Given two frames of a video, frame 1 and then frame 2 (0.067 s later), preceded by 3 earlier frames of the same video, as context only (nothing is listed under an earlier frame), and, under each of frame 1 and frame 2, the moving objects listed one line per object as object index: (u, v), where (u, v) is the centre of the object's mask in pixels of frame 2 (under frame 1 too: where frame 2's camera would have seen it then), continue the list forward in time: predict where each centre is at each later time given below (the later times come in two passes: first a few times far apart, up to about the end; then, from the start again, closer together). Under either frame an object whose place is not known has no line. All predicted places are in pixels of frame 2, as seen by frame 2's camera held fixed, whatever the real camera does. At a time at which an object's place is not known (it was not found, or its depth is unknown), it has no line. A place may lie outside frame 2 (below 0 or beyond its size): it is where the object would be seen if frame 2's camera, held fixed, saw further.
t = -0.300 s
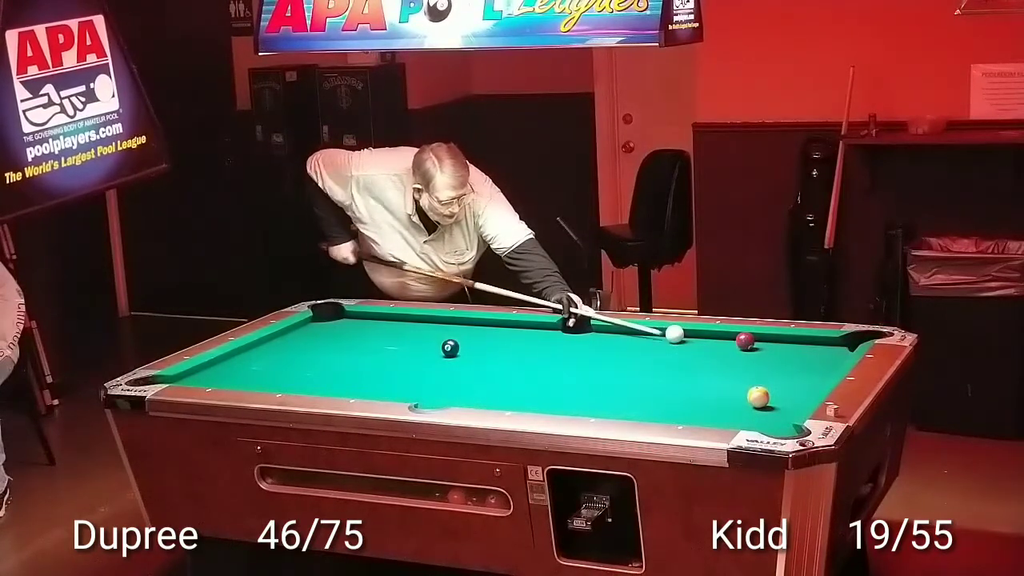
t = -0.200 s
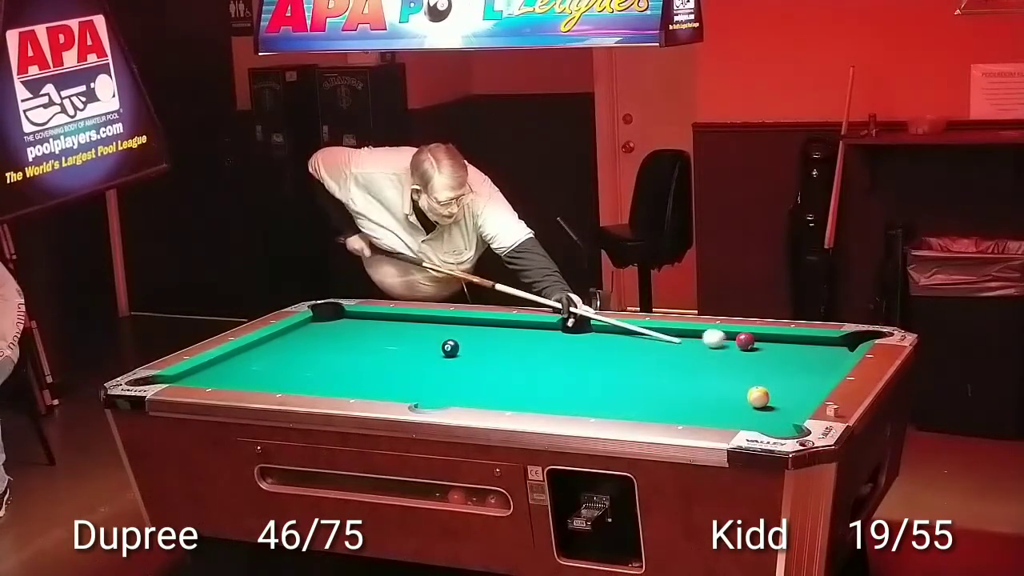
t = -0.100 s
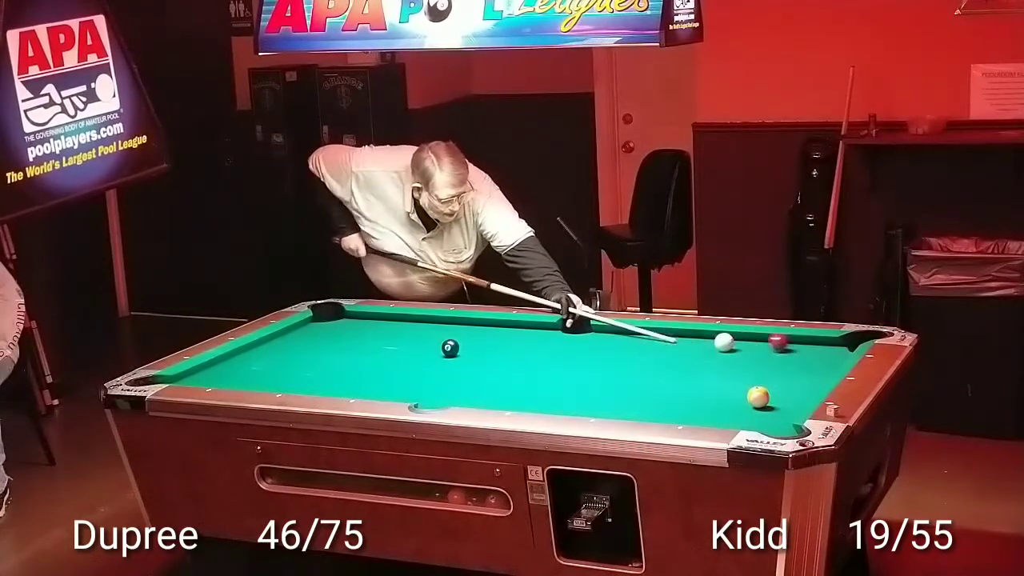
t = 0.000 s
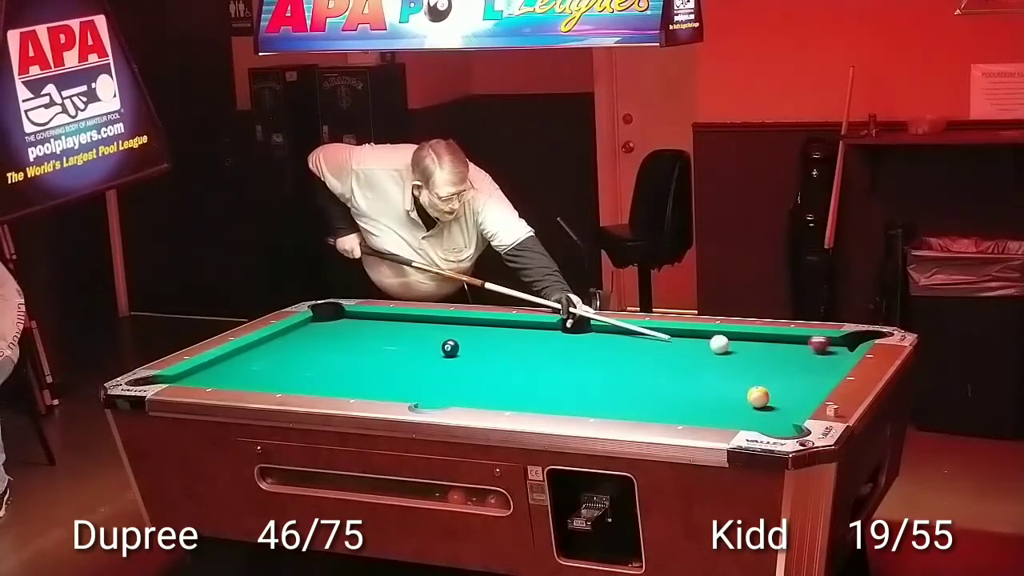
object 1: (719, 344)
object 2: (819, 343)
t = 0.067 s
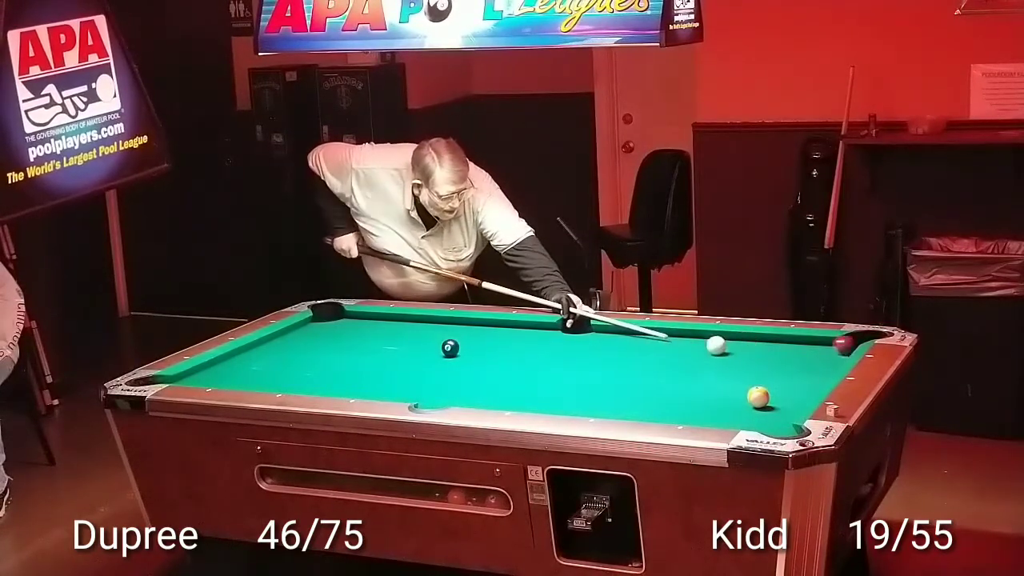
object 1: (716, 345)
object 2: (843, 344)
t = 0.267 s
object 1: (707, 349)
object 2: (855, 344)
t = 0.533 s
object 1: (696, 353)
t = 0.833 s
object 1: (685, 358)
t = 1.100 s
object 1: (675, 361)
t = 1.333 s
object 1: (669, 364)
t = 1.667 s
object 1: (660, 367)
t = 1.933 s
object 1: (655, 369)
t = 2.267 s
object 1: (649, 371)
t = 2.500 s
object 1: (646, 372)
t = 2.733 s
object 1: (644, 373)
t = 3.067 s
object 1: (644, 373)
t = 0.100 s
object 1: (714, 346)
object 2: (853, 342)
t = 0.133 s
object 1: (713, 346)
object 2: (852, 342)
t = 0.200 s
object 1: (710, 348)
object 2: (852, 340)
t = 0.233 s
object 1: (708, 348)
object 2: (853, 340)
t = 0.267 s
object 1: (707, 349)
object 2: (855, 344)
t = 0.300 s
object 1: (705, 349)
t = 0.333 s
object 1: (704, 350)
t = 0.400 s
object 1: (701, 351)
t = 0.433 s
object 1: (700, 351)
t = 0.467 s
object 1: (699, 352)
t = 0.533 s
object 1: (696, 353)
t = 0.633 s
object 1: (692, 355)
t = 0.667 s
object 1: (691, 355)
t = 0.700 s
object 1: (689, 356)
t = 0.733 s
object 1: (688, 356)
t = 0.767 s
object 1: (687, 357)
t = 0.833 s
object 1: (685, 358)
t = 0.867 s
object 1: (683, 358)
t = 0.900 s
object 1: (682, 359)
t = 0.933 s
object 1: (681, 359)
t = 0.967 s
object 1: (680, 360)
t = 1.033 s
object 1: (678, 360)
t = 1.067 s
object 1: (677, 361)
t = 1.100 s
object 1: (675, 361)
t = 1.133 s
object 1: (674, 362)
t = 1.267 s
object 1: (670, 363)
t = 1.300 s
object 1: (670, 363)
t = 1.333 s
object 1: (669, 364)
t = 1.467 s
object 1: (665, 365)
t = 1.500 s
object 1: (664, 366)
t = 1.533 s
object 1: (663, 366)
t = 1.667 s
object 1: (660, 367)
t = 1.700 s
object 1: (659, 367)
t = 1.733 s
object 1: (659, 368)
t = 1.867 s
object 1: (656, 369)
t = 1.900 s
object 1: (655, 369)
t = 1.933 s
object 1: (655, 369)
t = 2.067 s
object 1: (652, 370)
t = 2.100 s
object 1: (651, 370)
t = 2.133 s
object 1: (651, 371)
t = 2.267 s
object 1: (649, 371)
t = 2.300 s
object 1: (648, 371)
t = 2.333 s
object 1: (648, 372)
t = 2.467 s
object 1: (646, 372)
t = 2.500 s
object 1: (646, 372)
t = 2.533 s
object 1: (646, 372)
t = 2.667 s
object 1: (645, 372)
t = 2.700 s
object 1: (645, 372)
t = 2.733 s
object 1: (644, 373)
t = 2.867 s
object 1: (644, 373)
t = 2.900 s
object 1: (644, 373)
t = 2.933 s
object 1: (644, 373)
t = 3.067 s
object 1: (644, 373)
